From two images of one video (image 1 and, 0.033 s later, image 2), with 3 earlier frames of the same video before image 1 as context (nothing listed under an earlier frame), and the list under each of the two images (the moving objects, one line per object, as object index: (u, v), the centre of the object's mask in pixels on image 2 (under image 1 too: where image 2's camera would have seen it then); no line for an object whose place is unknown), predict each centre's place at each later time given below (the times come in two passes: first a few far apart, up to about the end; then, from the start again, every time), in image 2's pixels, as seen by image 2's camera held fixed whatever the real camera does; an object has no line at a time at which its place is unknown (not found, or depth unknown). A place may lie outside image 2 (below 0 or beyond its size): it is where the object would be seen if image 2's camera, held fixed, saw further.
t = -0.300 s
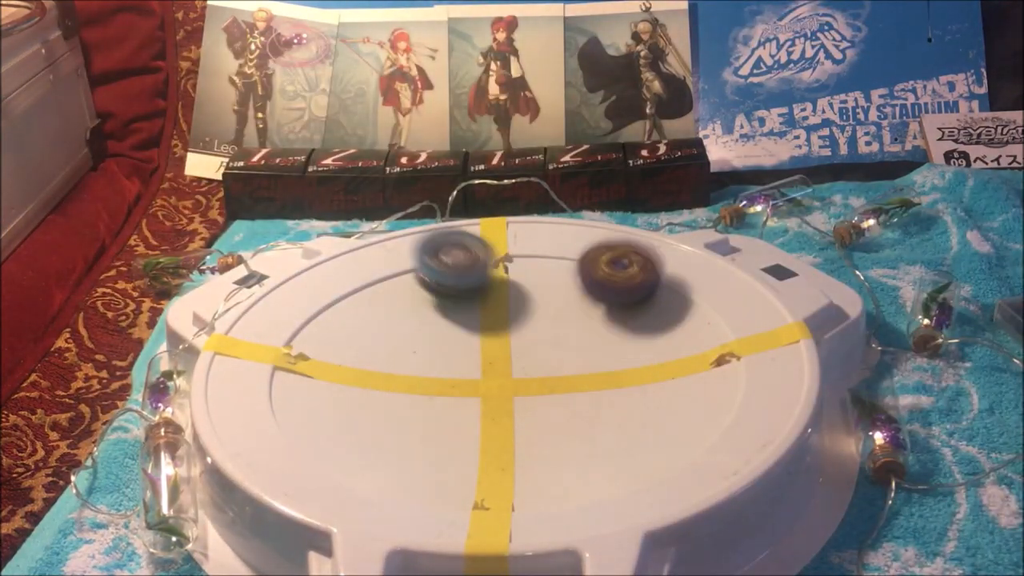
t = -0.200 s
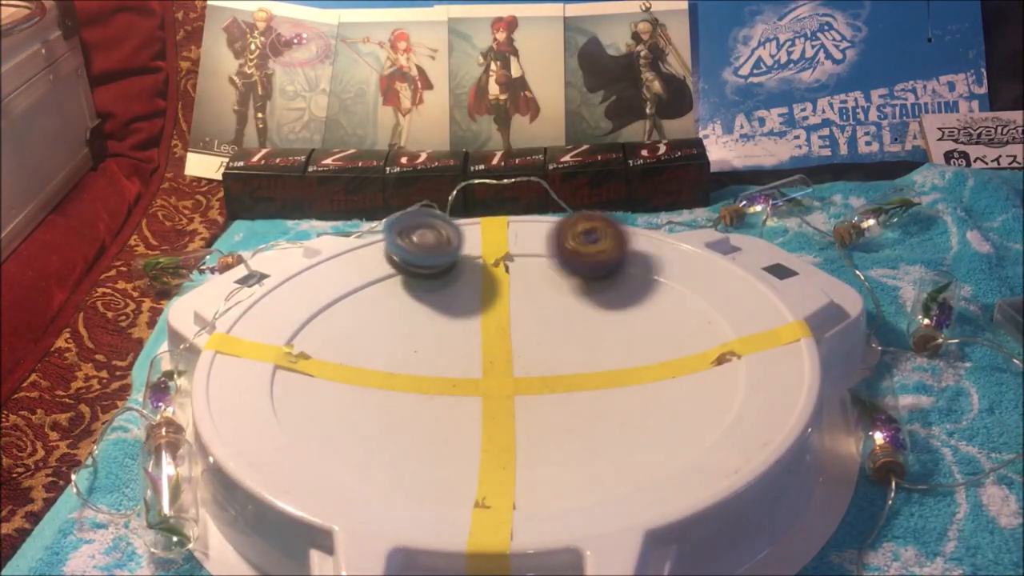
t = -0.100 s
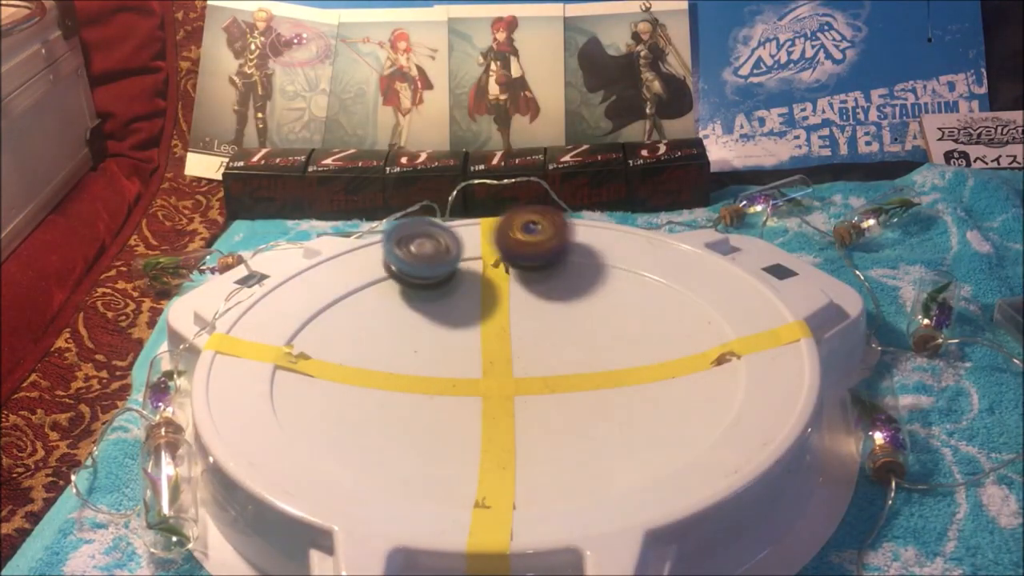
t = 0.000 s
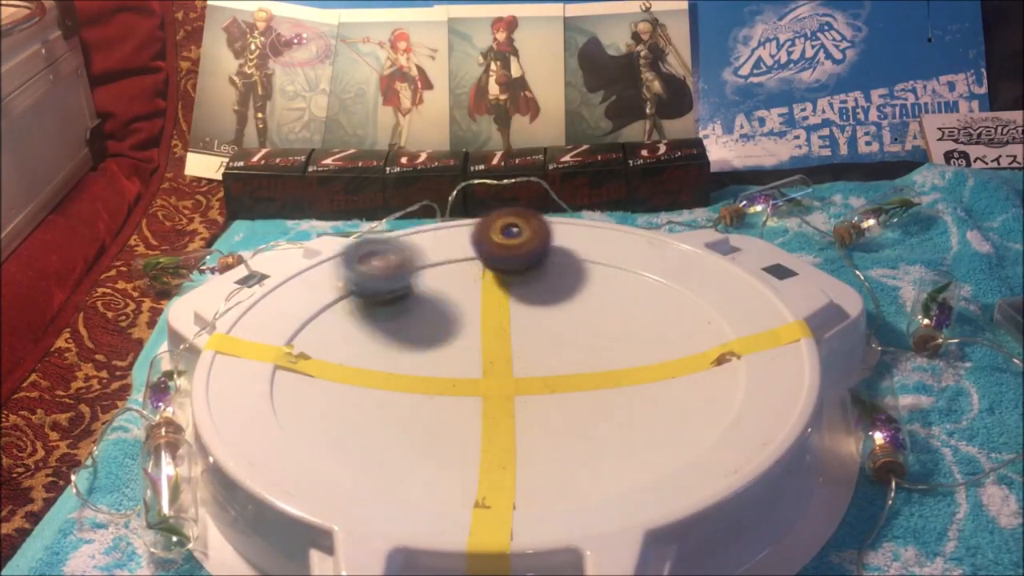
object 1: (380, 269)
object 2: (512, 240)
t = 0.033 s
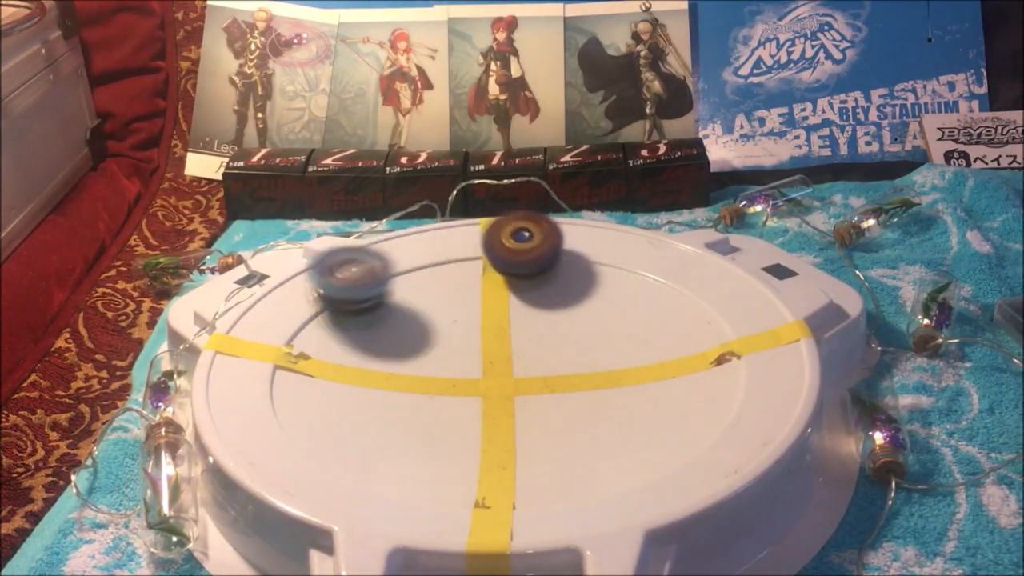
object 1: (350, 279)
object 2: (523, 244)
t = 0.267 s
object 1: (325, 334)
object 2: (587, 272)
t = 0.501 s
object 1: (382, 370)
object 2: (633, 286)
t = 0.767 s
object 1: (470, 385)
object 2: (623, 330)
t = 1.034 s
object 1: (494, 377)
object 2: (678, 347)
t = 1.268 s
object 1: (508, 372)
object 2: (579, 329)
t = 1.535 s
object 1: (354, 416)
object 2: (510, 273)
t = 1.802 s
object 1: (403, 395)
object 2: (513, 312)
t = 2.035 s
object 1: (412, 368)
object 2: (530, 245)
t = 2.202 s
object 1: (429, 322)
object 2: (489, 275)
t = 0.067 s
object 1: (331, 288)
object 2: (532, 248)
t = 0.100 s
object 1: (318, 297)
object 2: (540, 252)
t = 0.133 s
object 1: (313, 305)
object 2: (549, 257)
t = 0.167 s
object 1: (312, 314)
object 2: (559, 262)
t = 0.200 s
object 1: (314, 320)
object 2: (569, 265)
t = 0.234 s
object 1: (319, 327)
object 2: (578, 268)
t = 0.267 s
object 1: (325, 334)
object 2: (587, 272)
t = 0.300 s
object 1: (331, 340)
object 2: (597, 276)
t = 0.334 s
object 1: (338, 346)
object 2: (606, 278)
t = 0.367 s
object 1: (346, 351)
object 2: (614, 279)
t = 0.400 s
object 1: (353, 357)
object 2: (619, 282)
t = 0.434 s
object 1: (362, 362)
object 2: (626, 283)
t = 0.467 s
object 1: (372, 366)
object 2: (631, 285)
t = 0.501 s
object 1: (382, 370)
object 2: (633, 286)
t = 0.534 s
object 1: (393, 374)
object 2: (634, 290)
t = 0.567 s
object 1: (403, 377)
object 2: (635, 293)
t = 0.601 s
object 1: (415, 379)
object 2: (634, 297)
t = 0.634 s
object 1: (426, 381)
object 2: (632, 303)
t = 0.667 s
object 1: (436, 383)
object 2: (631, 309)
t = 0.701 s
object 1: (448, 384)
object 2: (629, 316)
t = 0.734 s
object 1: (459, 385)
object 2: (624, 323)
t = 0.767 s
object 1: (470, 385)
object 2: (623, 330)
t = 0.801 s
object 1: (480, 385)
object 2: (622, 338)
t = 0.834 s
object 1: (491, 384)
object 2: (621, 346)
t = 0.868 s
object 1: (501, 384)
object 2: (620, 353)
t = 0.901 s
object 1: (511, 383)
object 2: (618, 361)
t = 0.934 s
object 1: (511, 381)
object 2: (626, 364)
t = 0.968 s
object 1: (499, 381)
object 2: (646, 362)
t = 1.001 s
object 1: (493, 380)
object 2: (664, 356)
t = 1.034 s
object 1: (494, 377)
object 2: (678, 347)
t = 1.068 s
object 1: (497, 377)
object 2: (683, 339)
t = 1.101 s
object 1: (500, 376)
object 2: (678, 333)
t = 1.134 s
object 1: (503, 376)
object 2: (667, 326)
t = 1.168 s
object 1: (506, 375)
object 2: (651, 322)
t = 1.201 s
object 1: (509, 374)
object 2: (628, 322)
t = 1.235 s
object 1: (512, 373)
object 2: (600, 323)
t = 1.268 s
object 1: (508, 372)
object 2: (579, 329)
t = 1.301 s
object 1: (463, 388)
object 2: (586, 317)
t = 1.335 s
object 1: (414, 405)
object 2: (590, 306)
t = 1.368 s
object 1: (370, 414)
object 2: (589, 293)
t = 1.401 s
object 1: (336, 419)
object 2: (582, 283)
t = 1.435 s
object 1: (316, 420)
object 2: (567, 275)
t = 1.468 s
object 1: (324, 419)
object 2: (550, 270)
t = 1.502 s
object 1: (336, 420)
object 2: (531, 270)
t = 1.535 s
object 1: (354, 416)
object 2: (510, 273)
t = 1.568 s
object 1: (372, 411)
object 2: (490, 281)
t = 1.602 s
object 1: (390, 404)
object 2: (475, 291)
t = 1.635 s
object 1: (407, 397)
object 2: (464, 305)
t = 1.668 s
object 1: (423, 389)
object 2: (457, 321)
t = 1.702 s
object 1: (429, 383)
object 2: (460, 329)
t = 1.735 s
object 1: (420, 388)
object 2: (477, 326)
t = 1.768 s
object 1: (411, 394)
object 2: (496, 319)
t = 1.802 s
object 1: (403, 395)
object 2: (513, 312)
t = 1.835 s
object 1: (399, 393)
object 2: (528, 303)
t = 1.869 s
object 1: (397, 390)
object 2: (539, 292)
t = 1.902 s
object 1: (397, 387)
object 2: (546, 280)
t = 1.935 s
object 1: (400, 384)
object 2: (548, 269)
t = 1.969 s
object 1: (404, 380)
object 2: (546, 260)
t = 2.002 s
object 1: (408, 375)
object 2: (540, 251)
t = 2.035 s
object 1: (412, 368)
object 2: (530, 245)
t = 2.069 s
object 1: (416, 360)
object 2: (520, 243)
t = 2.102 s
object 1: (419, 351)
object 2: (510, 245)
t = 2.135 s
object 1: (422, 342)
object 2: (502, 251)
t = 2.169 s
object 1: (425, 332)
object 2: (494, 262)
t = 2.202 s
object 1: (429, 322)
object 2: (489, 275)
